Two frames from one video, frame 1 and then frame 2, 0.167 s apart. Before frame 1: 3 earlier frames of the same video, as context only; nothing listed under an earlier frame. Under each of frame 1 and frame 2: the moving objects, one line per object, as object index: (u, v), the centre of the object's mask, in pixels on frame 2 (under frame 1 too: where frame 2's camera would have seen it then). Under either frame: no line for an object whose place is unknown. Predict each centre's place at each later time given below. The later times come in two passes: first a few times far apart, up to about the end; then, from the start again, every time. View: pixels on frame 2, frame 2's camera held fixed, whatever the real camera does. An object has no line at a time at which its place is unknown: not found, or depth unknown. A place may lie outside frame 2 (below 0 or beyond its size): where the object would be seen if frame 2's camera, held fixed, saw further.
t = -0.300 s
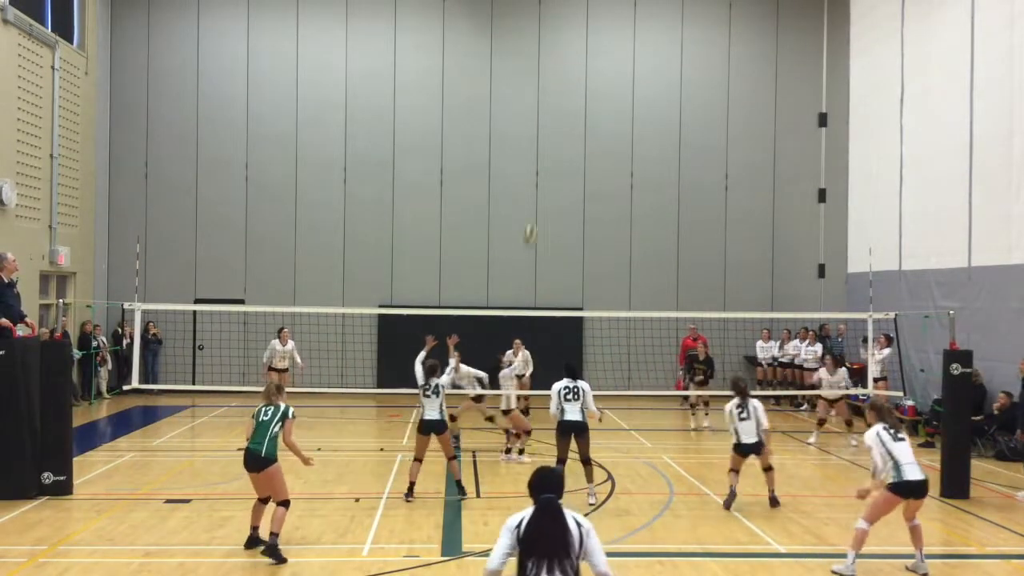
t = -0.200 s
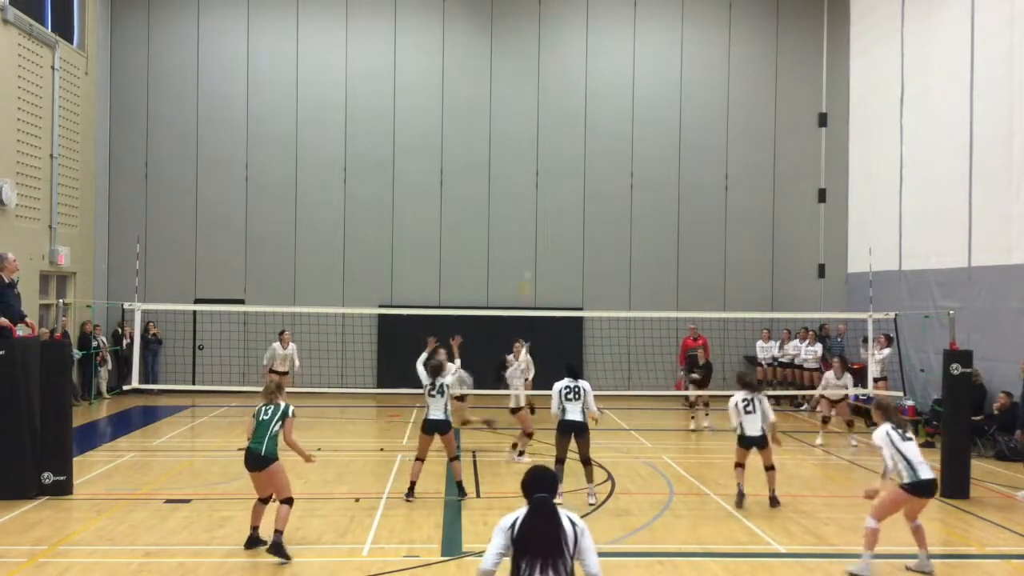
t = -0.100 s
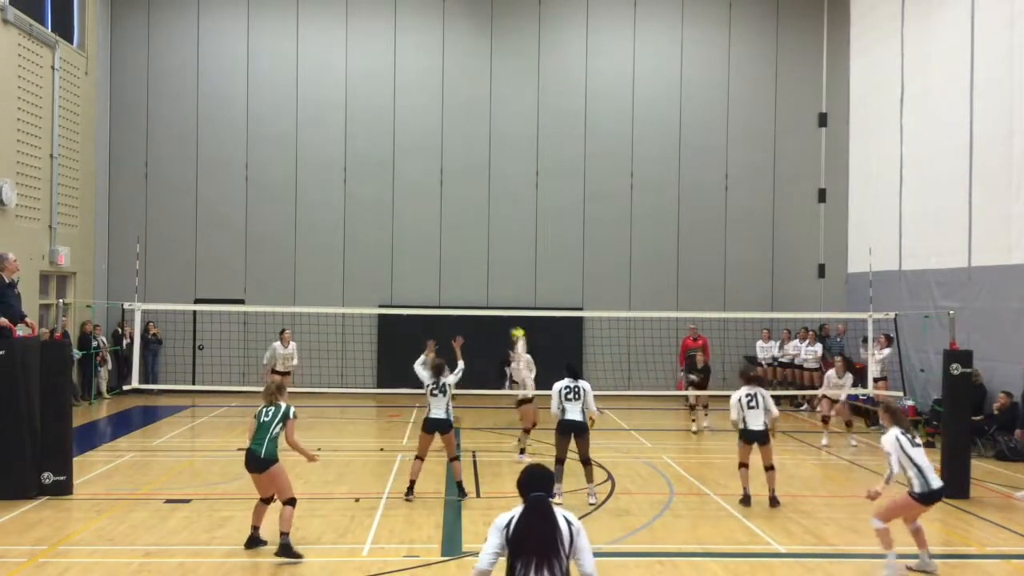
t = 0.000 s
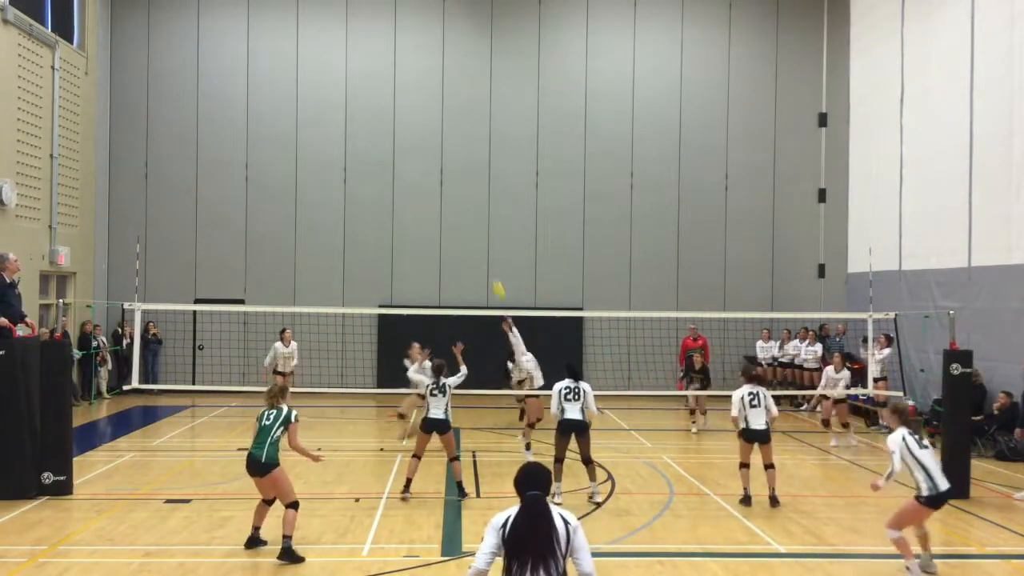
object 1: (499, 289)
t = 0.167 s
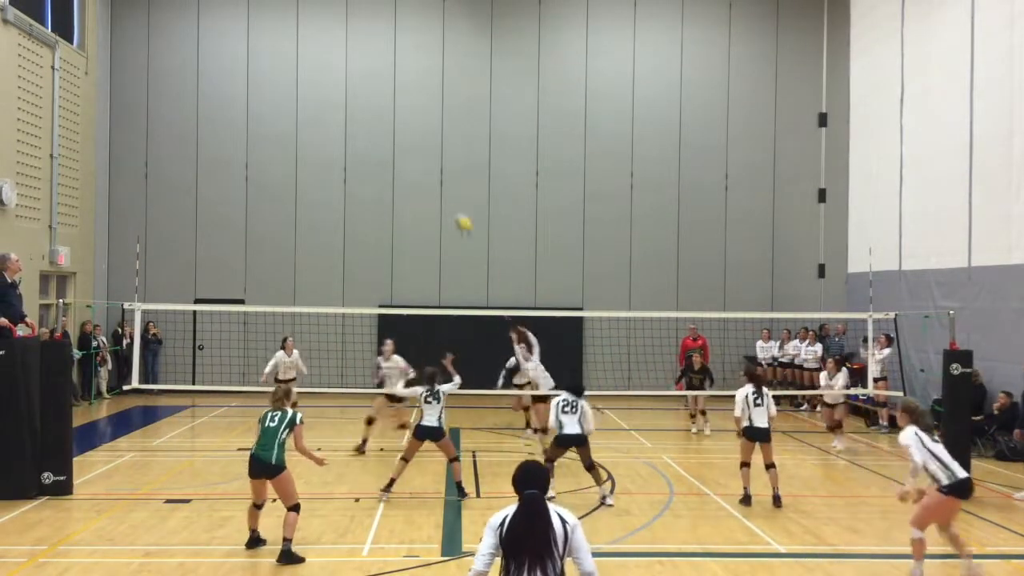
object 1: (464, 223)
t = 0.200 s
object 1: (457, 211)
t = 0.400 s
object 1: (414, 162)
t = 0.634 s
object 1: (364, 138)
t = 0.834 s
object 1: (321, 148)
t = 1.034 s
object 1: (278, 187)
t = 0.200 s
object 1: (457, 211)
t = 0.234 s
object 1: (450, 200)
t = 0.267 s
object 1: (443, 192)
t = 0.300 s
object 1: (435, 183)
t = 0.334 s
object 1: (428, 175)
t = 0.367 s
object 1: (421, 169)
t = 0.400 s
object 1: (414, 162)
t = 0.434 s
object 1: (408, 156)
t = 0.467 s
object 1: (401, 152)
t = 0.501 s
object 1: (393, 147)
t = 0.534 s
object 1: (386, 144)
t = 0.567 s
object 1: (378, 142)
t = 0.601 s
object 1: (371, 140)
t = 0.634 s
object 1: (364, 138)
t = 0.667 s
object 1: (357, 138)
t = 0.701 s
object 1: (351, 138)
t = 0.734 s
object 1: (344, 139)
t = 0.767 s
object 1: (336, 141)
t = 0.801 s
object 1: (329, 145)
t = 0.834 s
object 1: (321, 148)
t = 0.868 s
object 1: (314, 152)
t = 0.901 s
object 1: (307, 158)
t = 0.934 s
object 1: (300, 163)
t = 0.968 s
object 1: (293, 170)
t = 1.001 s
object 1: (285, 178)
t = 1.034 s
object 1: (278, 187)
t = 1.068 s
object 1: (271, 196)
